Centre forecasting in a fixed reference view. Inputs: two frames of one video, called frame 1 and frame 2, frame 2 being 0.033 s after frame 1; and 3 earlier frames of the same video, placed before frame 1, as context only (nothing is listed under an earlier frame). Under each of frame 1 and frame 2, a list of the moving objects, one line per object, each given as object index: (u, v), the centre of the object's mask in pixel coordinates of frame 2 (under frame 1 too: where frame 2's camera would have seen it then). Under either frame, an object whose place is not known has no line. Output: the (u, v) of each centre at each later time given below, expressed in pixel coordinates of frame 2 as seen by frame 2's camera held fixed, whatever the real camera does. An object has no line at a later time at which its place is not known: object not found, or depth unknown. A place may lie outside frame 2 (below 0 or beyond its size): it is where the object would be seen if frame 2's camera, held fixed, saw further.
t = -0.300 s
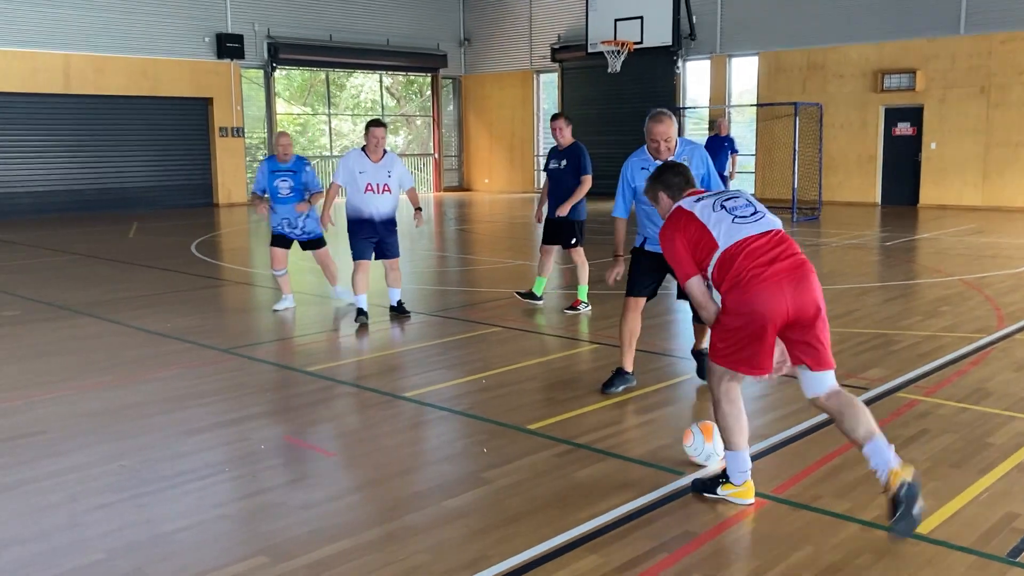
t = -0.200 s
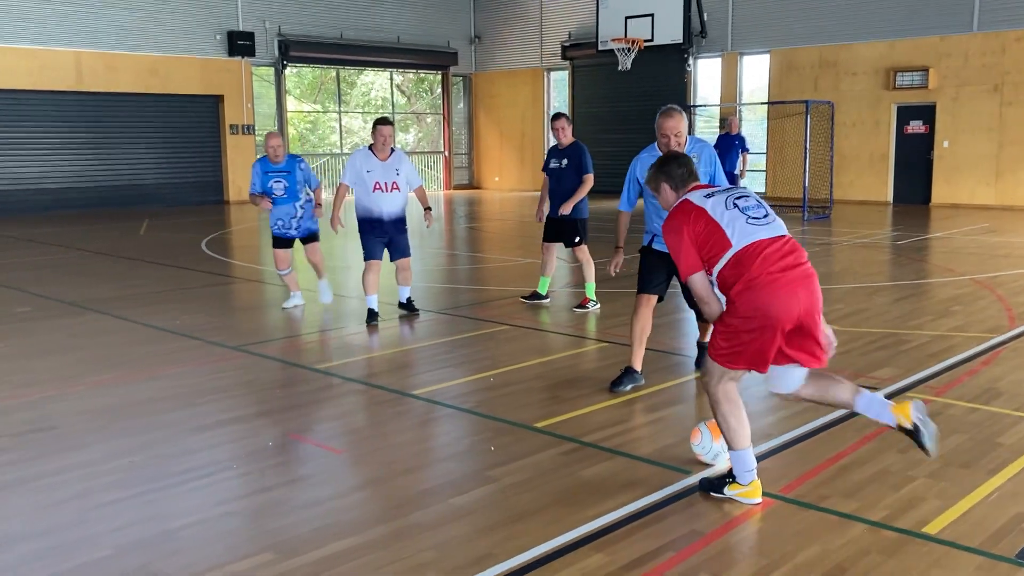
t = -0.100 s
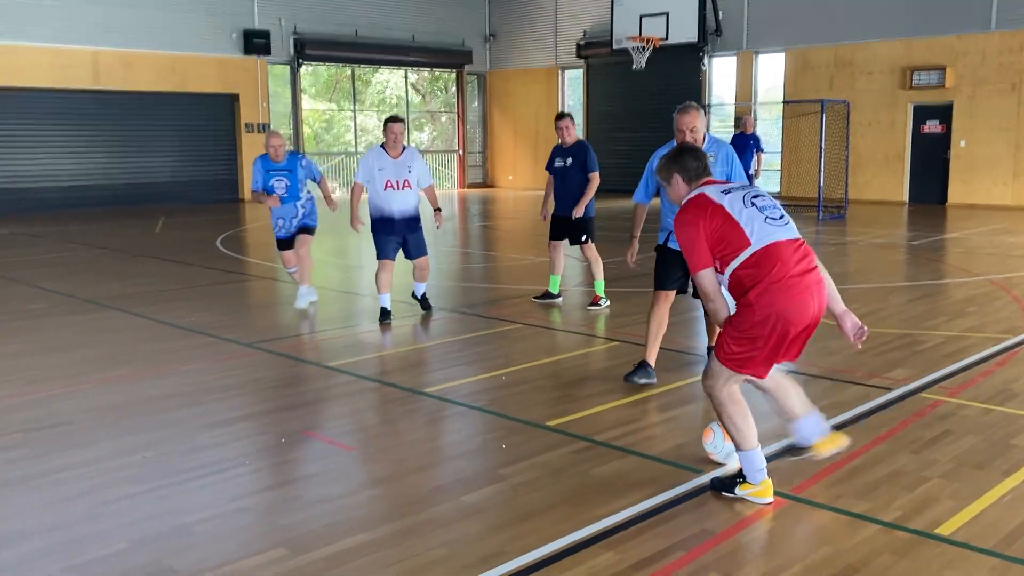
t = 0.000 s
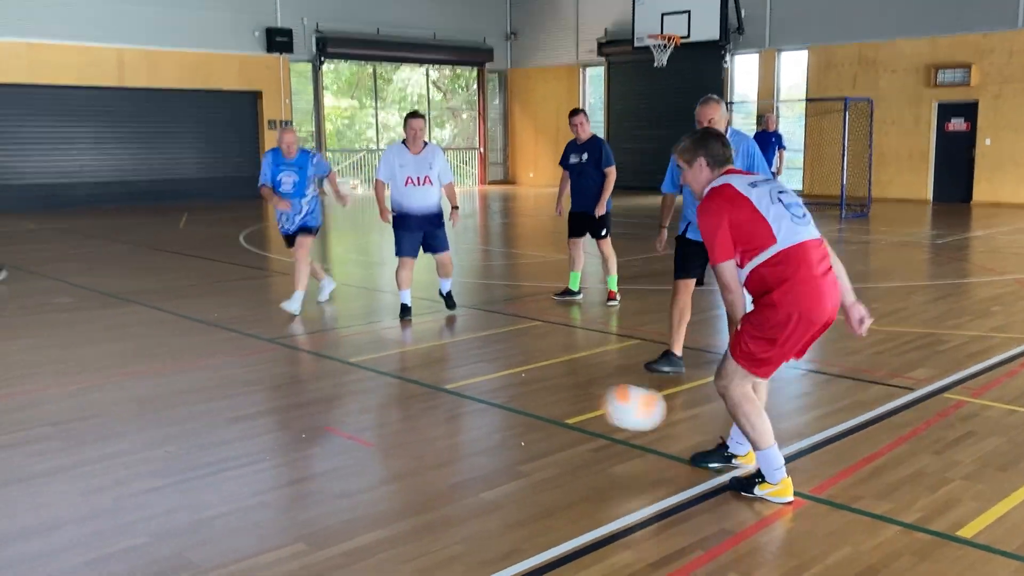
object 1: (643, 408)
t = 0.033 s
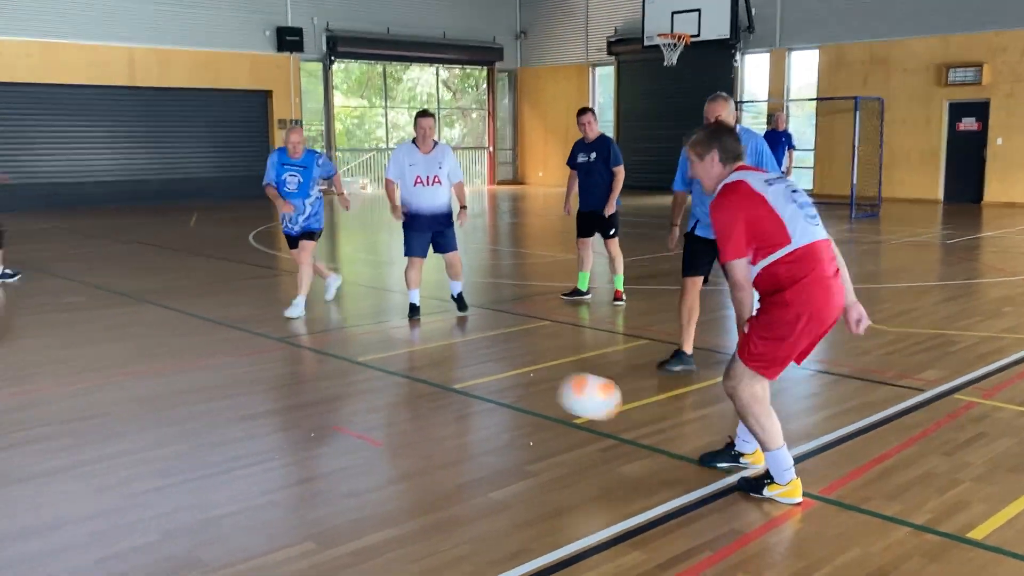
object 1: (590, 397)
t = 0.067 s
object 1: (539, 386)
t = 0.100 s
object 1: (486, 379)
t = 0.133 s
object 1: (434, 373)
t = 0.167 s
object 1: (383, 370)
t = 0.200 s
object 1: (331, 369)
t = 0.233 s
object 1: (278, 371)
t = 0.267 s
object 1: (225, 374)
